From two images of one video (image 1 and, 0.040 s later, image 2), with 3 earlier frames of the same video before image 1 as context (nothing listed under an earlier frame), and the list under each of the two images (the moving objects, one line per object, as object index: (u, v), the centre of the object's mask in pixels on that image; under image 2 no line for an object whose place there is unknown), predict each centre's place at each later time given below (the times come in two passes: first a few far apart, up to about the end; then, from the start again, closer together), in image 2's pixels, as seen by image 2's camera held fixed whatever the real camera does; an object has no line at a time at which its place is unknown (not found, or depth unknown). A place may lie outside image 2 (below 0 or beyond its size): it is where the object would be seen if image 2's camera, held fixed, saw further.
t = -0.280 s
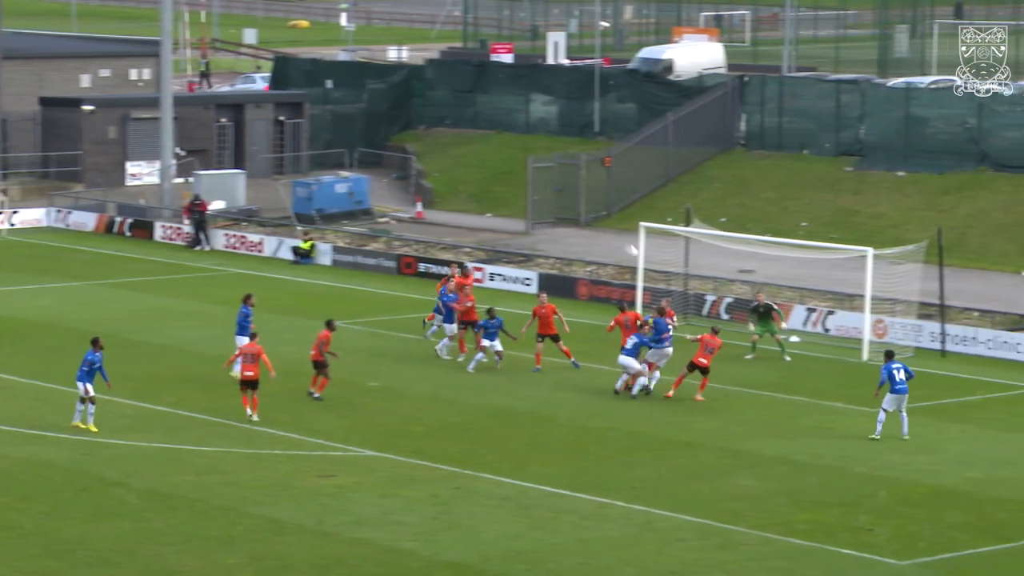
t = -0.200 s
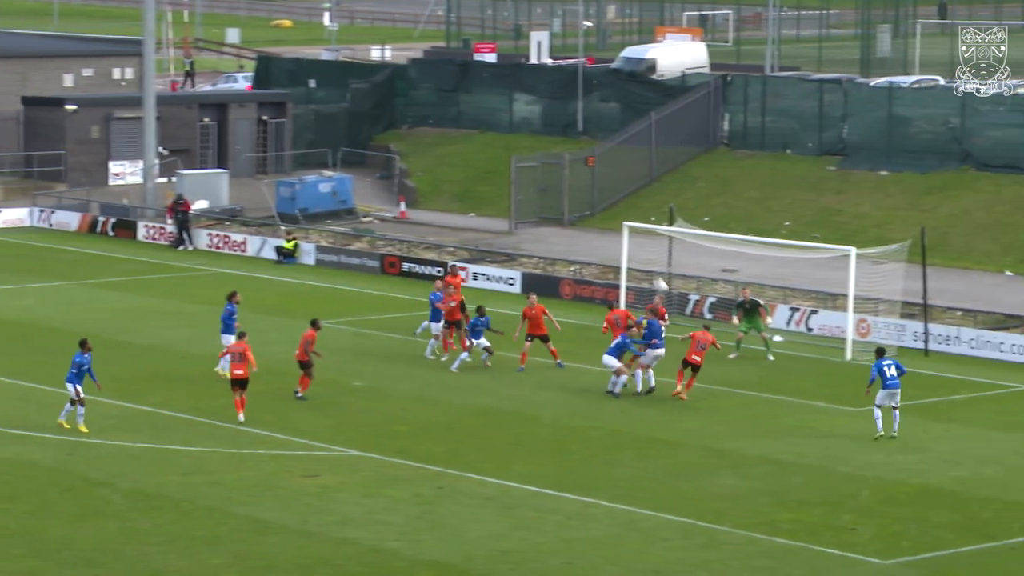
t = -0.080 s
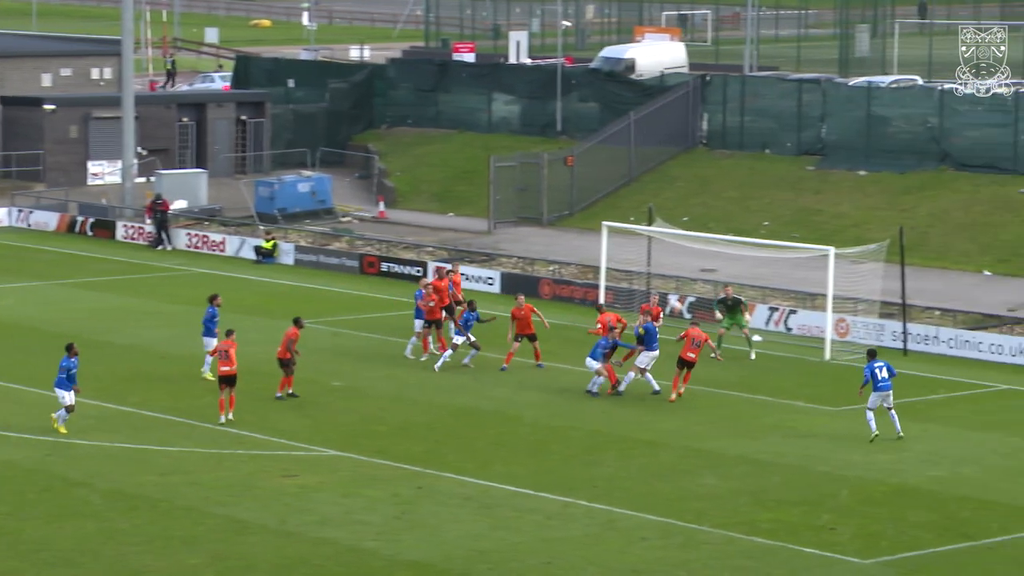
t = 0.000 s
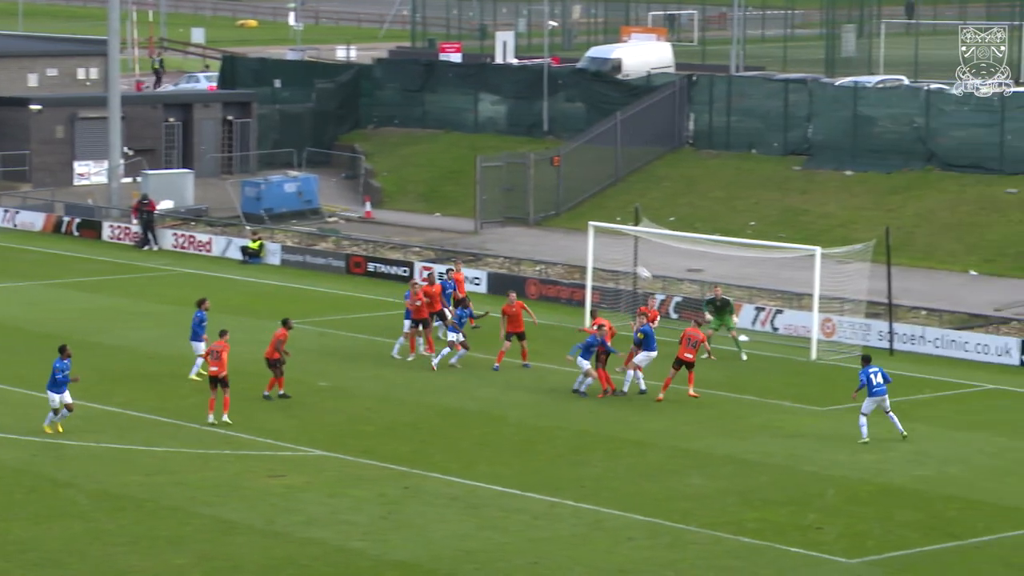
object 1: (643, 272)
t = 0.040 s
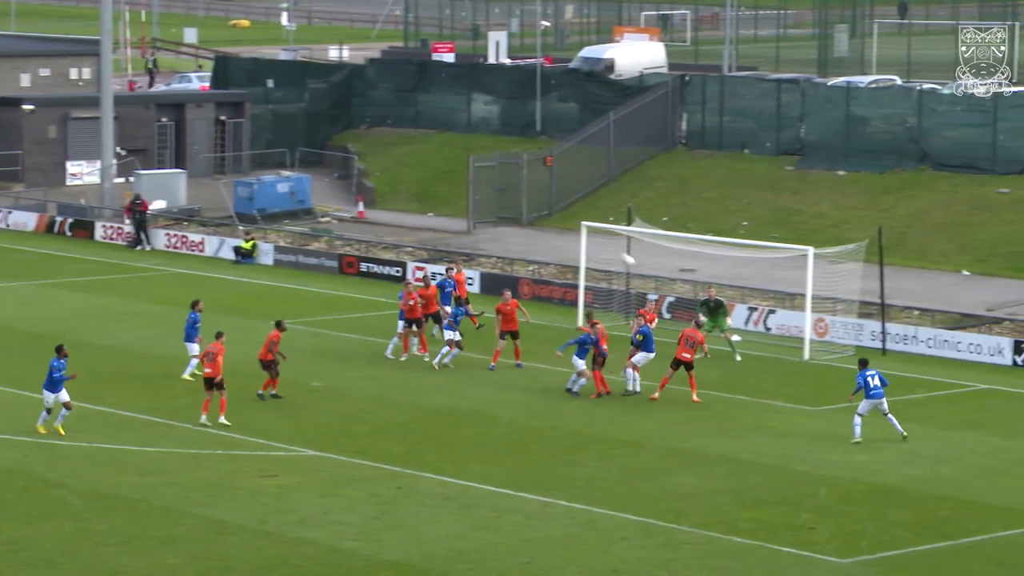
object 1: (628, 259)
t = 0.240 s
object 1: (581, 201)
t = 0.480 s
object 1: (528, 160)
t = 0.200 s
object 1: (590, 211)
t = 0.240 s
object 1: (581, 201)
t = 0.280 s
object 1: (572, 192)
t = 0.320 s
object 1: (563, 184)
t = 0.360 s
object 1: (553, 174)
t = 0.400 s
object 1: (546, 171)
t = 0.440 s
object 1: (536, 165)
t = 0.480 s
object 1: (528, 160)
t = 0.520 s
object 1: (519, 156)
